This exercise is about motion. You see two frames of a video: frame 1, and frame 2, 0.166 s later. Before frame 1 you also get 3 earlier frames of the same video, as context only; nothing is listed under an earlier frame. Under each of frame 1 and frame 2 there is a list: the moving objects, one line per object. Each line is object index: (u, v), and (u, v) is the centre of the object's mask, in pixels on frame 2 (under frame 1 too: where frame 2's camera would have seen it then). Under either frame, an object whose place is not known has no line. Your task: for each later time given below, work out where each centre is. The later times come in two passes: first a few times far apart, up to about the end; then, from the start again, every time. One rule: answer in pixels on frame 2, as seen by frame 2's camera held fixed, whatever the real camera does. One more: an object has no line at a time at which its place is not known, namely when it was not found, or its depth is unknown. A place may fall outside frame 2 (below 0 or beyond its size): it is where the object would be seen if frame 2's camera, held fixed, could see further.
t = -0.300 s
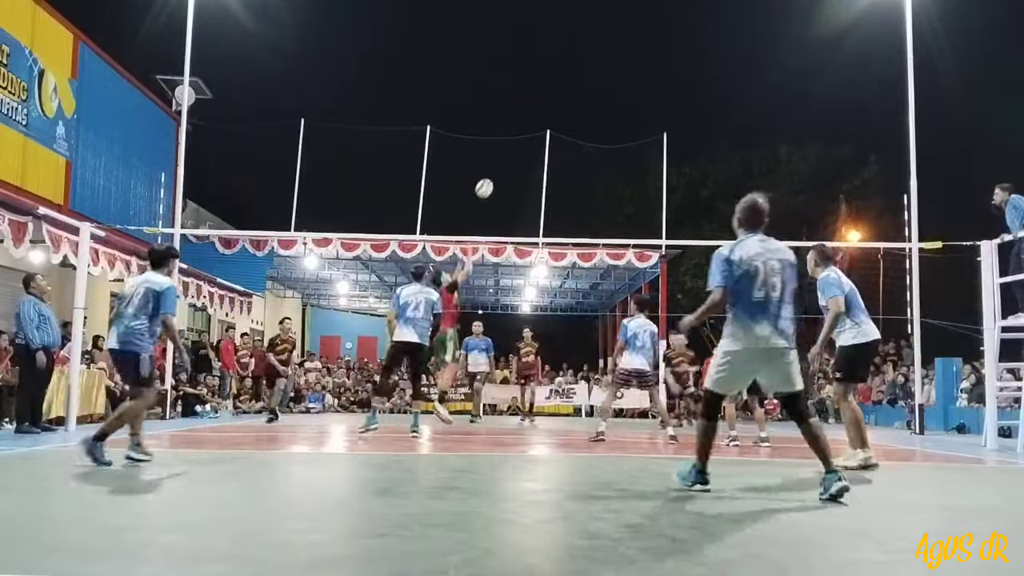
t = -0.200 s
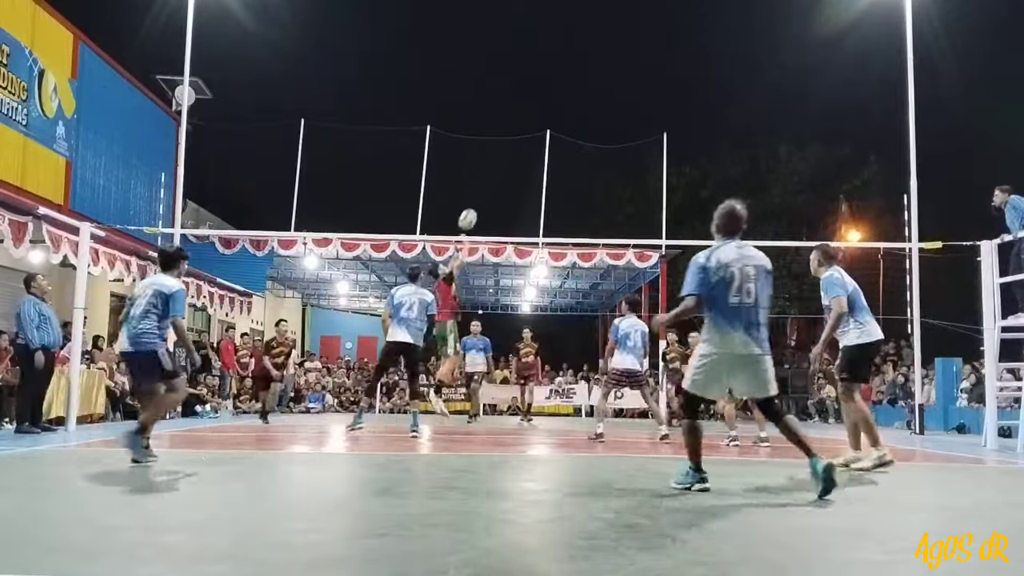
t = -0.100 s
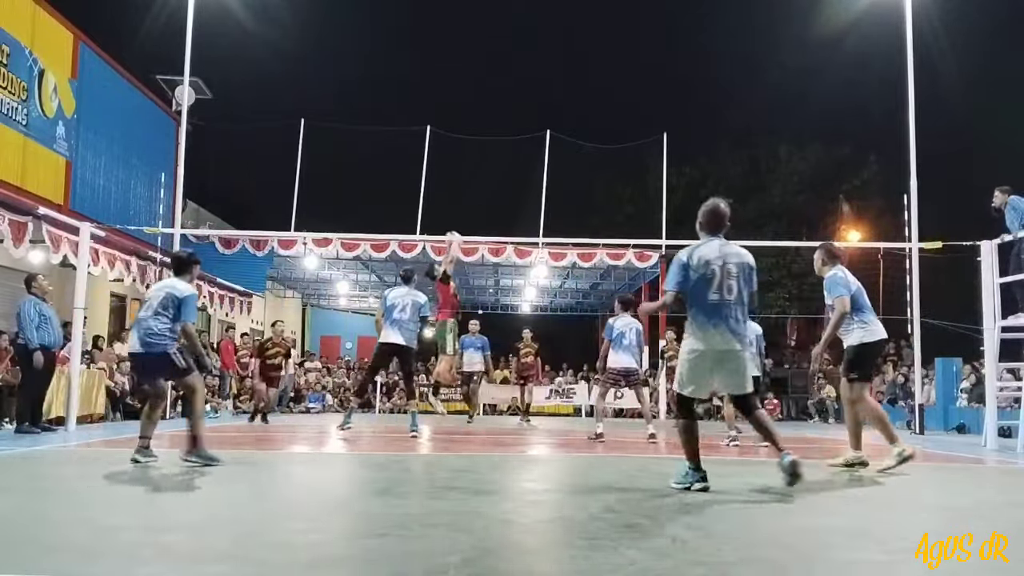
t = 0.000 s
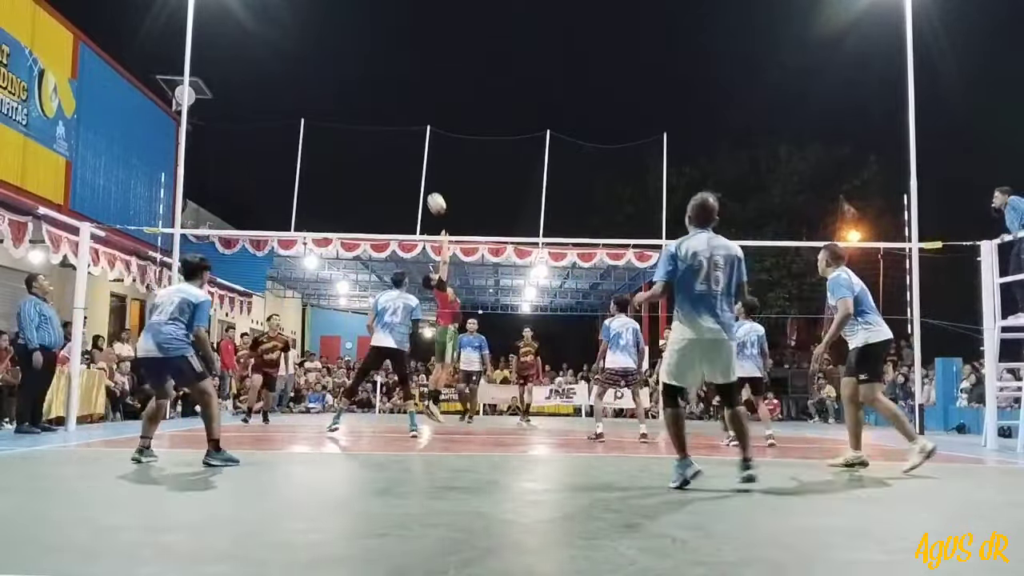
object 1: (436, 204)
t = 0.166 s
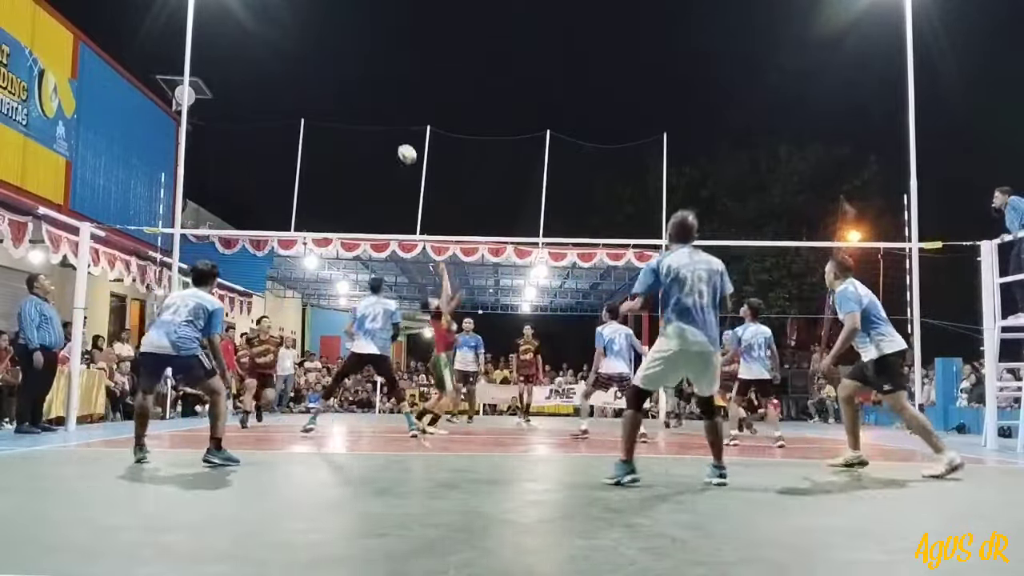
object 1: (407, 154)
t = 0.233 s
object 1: (395, 140)
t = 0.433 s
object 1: (362, 118)
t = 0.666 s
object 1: (324, 129)
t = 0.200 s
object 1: (401, 147)
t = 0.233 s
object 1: (395, 140)
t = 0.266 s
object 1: (390, 134)
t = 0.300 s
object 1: (384, 130)
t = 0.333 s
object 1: (379, 125)
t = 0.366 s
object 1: (373, 122)
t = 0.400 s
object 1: (367, 119)
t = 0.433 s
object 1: (362, 118)
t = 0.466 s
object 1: (356, 117)
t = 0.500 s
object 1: (351, 117)
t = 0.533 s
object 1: (346, 118)
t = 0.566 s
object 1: (340, 119)
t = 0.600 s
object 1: (334, 122)
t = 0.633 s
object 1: (329, 125)
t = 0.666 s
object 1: (324, 129)
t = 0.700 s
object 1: (318, 133)
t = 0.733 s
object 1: (313, 139)
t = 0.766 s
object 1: (307, 145)
